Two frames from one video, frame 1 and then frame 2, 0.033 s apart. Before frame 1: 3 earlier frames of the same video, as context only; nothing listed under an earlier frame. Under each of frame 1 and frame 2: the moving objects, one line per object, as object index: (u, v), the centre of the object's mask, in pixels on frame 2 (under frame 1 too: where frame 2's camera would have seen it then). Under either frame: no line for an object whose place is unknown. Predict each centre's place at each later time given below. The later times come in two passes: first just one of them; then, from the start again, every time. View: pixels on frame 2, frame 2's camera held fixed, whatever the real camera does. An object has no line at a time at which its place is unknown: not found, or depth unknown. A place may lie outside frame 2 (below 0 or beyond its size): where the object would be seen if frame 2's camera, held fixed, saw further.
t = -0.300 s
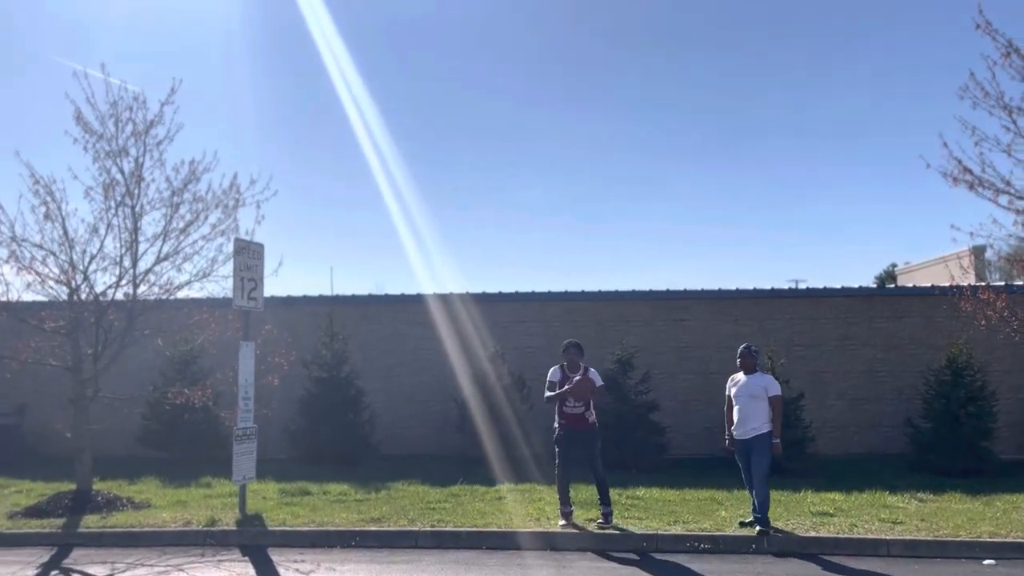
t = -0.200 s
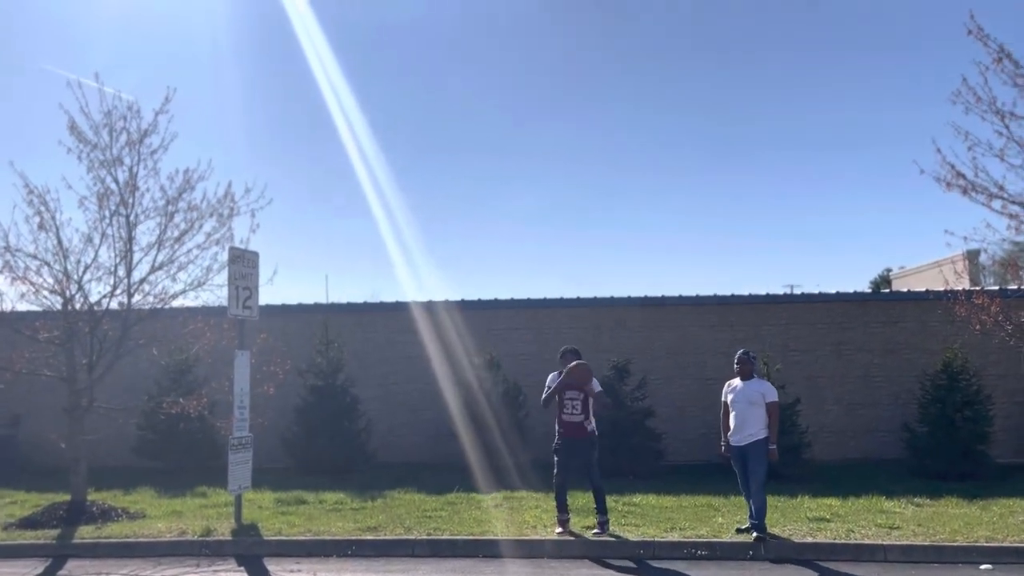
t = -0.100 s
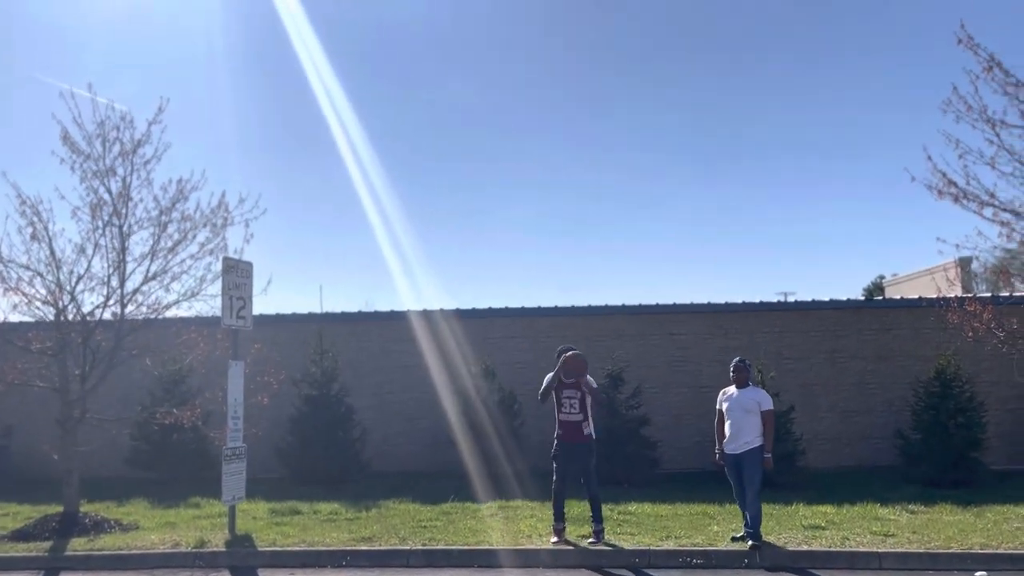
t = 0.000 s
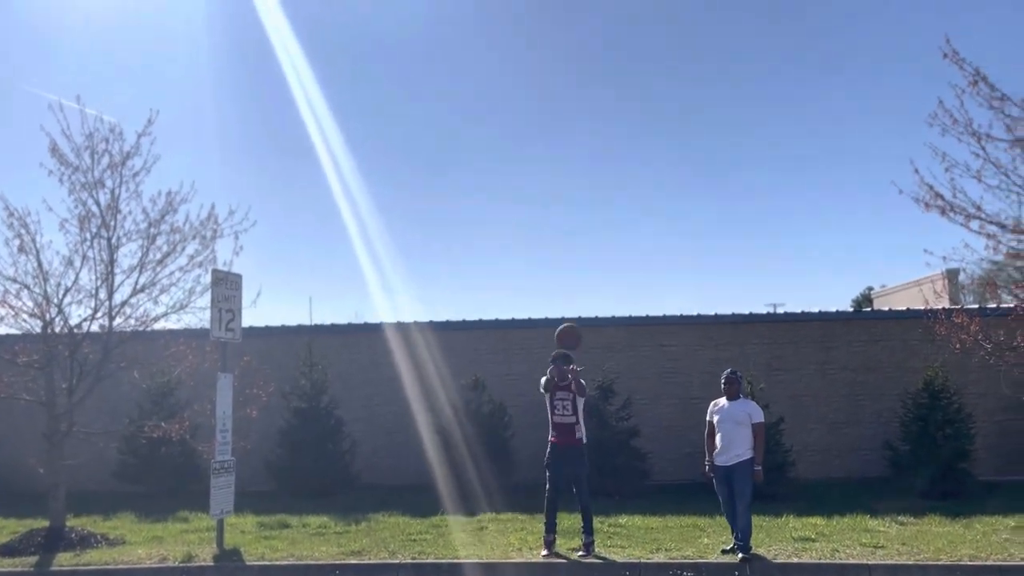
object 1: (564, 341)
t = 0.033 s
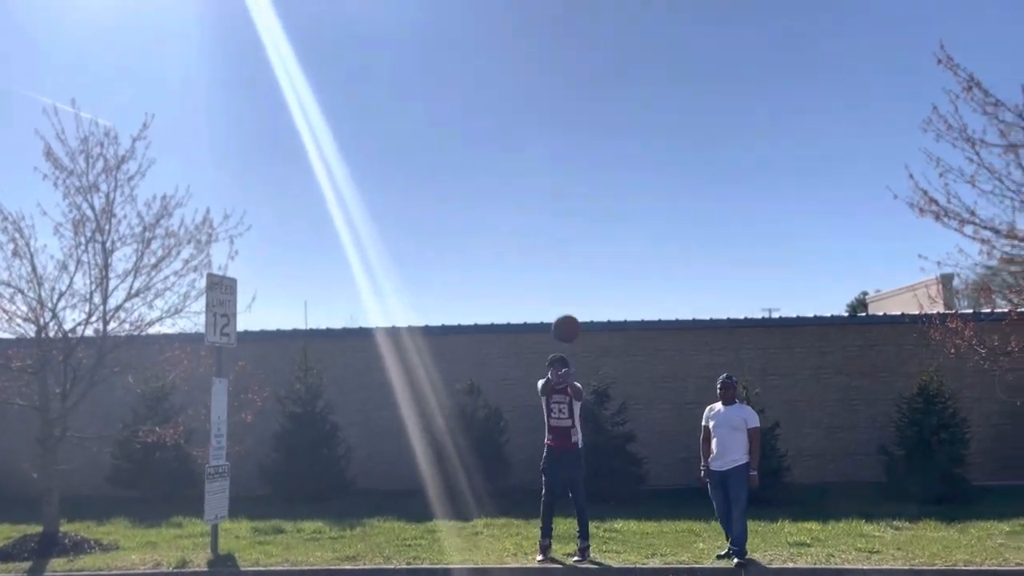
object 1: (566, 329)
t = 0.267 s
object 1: (585, 257)
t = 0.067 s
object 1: (568, 316)
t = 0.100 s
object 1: (571, 304)
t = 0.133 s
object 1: (573, 293)
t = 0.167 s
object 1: (575, 282)
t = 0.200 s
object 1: (578, 273)
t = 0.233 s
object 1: (582, 264)
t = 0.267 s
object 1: (585, 257)
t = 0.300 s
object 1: (588, 251)
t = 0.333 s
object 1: (592, 246)
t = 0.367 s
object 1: (596, 242)
